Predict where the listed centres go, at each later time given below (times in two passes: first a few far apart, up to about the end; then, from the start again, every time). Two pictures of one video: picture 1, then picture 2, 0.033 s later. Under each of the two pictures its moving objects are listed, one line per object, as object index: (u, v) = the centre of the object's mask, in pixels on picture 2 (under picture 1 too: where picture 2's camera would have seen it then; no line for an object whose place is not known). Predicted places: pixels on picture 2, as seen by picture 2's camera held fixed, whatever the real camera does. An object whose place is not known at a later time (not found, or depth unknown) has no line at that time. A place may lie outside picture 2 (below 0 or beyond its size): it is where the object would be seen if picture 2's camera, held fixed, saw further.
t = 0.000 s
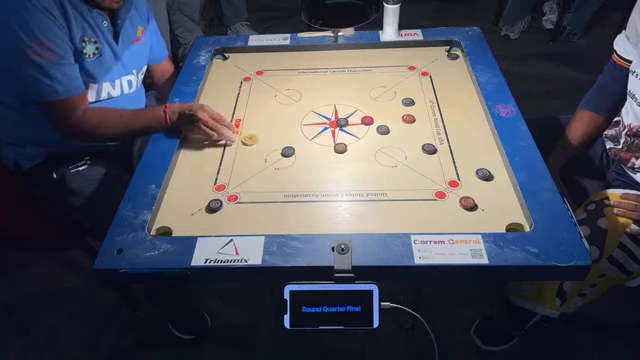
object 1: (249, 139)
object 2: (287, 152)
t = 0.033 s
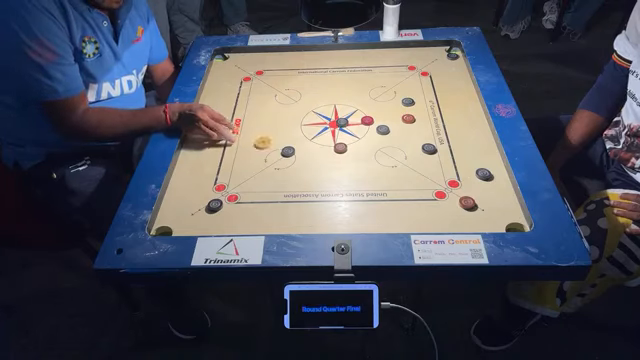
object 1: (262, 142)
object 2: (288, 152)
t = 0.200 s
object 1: (296, 149)
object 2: (345, 174)
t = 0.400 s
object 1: (310, 150)
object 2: (427, 204)
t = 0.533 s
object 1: (311, 150)
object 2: (473, 220)
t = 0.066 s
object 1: (275, 145)
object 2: (287, 151)
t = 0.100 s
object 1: (281, 147)
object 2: (301, 157)
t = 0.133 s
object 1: (286, 148)
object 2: (316, 163)
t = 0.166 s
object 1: (291, 149)
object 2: (331, 168)
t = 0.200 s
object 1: (296, 149)
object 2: (345, 174)
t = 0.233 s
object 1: (299, 149)
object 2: (360, 179)
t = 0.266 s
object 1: (303, 150)
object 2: (374, 185)
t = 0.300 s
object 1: (305, 150)
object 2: (388, 189)
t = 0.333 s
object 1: (308, 150)
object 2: (402, 194)
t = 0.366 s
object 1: (309, 150)
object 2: (415, 199)
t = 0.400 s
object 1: (310, 150)
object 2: (427, 204)
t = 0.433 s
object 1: (311, 150)
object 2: (439, 208)
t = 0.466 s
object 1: (311, 150)
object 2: (451, 213)
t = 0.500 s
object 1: (311, 150)
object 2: (462, 216)
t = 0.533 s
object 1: (311, 150)
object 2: (473, 220)
